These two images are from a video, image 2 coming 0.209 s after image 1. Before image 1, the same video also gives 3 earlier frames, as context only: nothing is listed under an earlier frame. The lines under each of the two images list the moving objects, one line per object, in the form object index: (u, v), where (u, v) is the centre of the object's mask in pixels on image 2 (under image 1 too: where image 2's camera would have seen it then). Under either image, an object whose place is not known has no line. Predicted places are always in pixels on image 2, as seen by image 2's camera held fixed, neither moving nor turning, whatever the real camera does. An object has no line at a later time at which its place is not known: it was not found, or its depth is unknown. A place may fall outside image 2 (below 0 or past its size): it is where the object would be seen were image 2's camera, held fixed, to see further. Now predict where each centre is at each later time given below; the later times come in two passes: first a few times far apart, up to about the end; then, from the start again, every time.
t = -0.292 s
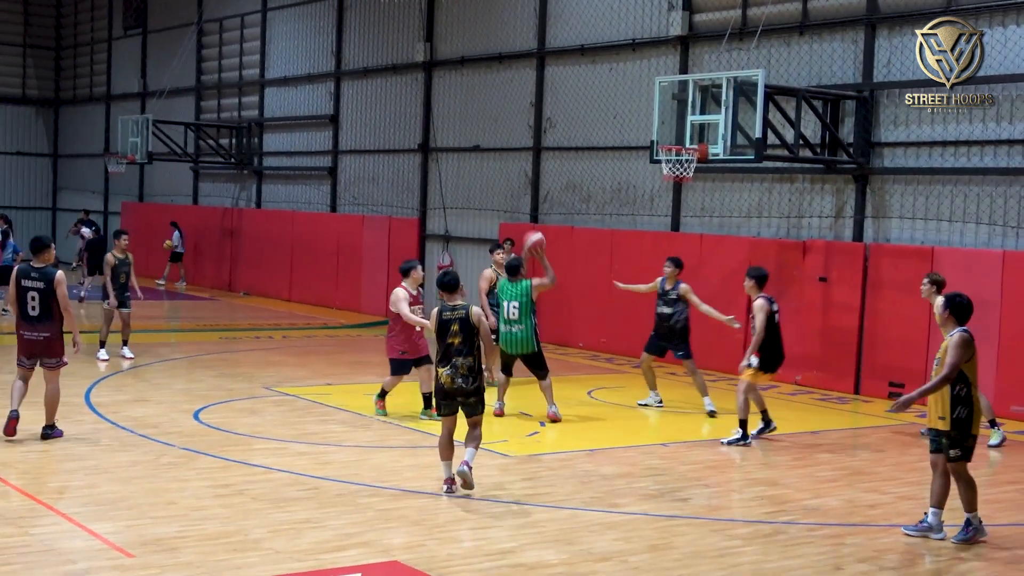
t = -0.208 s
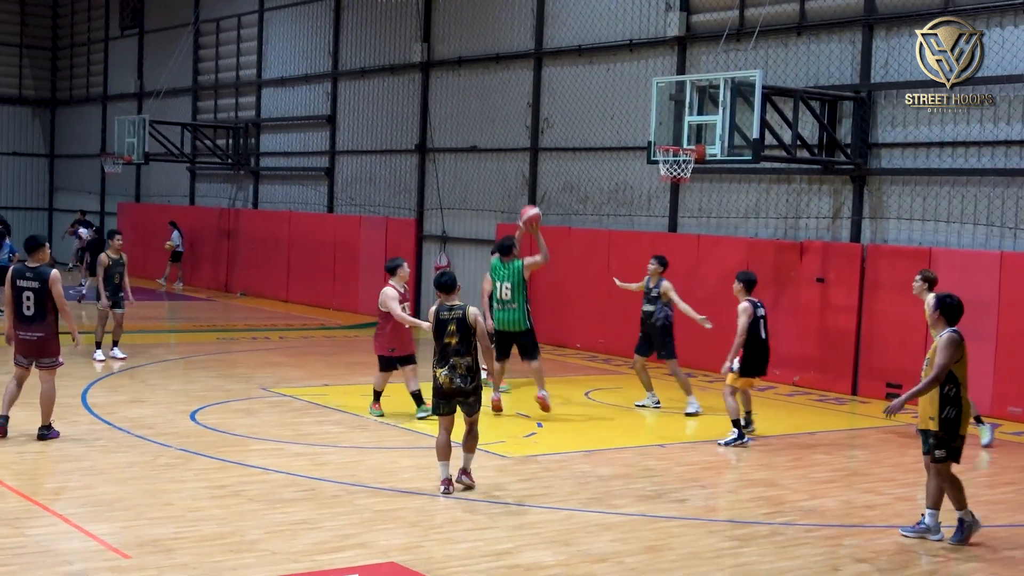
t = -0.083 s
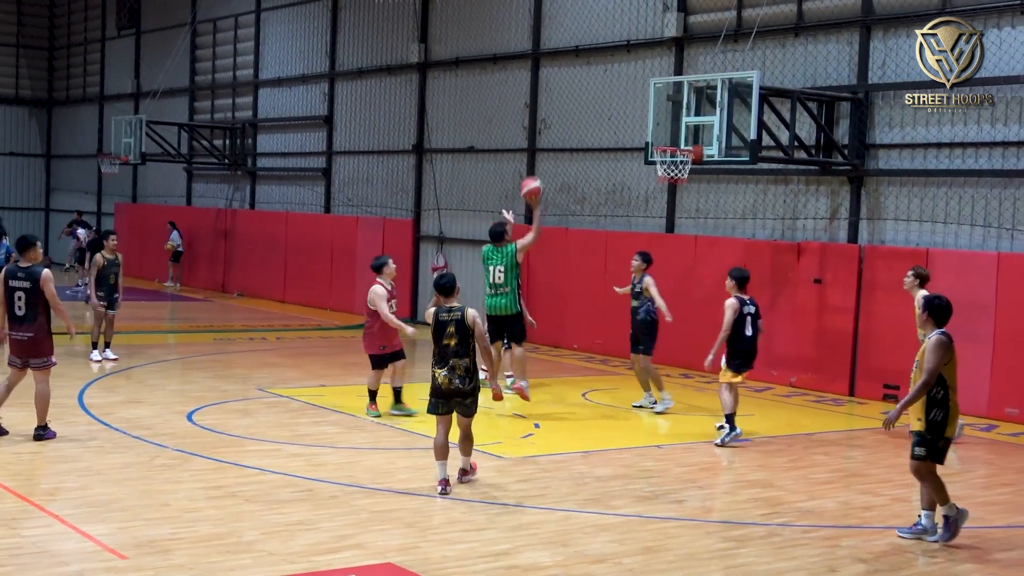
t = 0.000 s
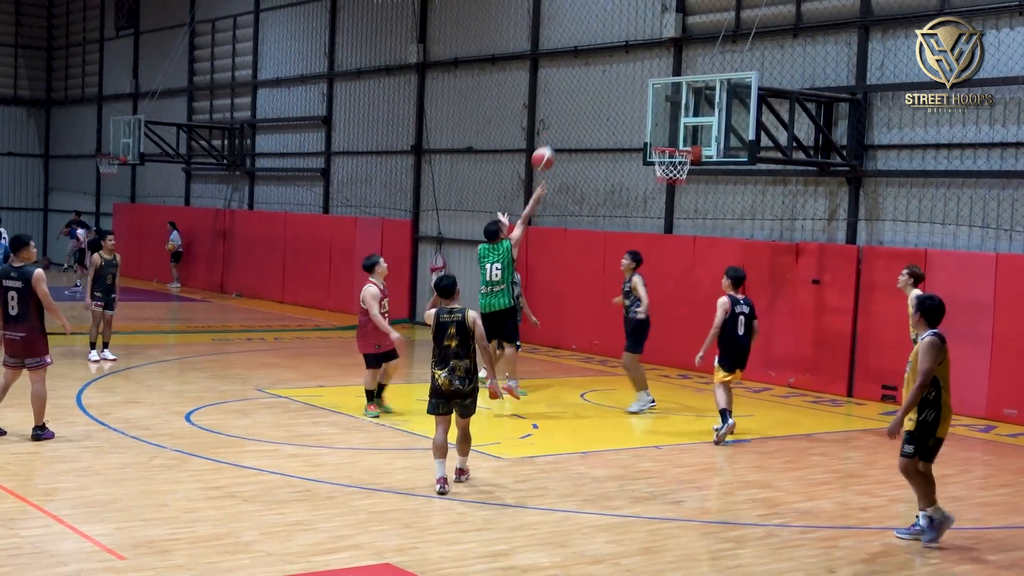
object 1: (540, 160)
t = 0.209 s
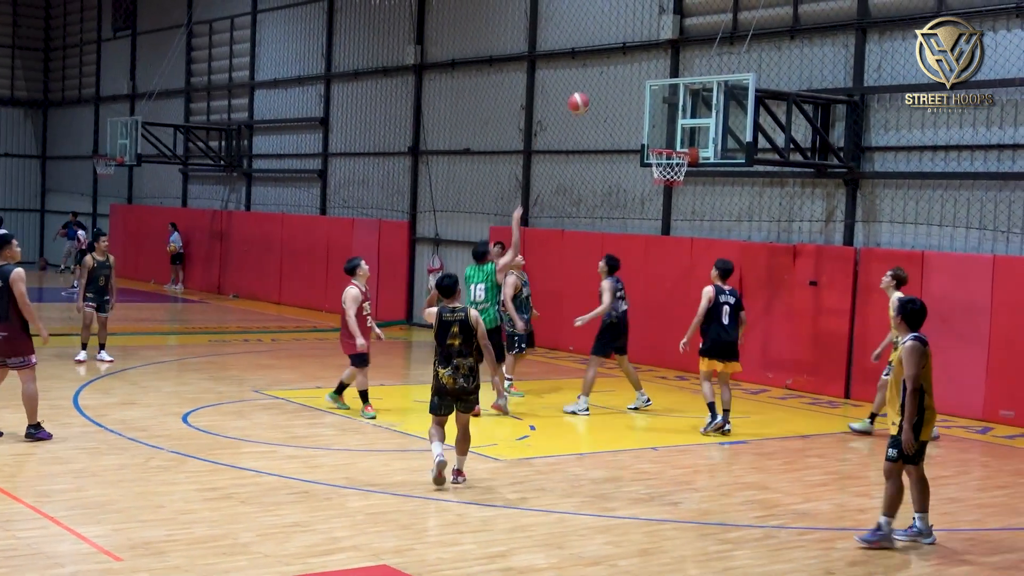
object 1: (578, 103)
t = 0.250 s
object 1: (589, 94)
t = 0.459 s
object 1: (623, 85)
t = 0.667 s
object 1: (653, 108)
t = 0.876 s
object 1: (682, 170)
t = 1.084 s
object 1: (693, 232)
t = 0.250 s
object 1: (589, 94)
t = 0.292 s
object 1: (596, 90)
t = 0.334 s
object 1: (603, 86)
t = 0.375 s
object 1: (610, 84)
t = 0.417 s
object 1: (616, 83)
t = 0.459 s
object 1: (623, 85)
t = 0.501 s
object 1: (630, 87)
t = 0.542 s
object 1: (636, 90)
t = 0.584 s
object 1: (642, 95)
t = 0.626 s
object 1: (648, 100)
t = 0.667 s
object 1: (653, 108)
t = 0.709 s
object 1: (660, 117)
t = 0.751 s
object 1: (667, 132)
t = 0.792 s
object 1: (673, 142)
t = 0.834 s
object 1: (677, 156)
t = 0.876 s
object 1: (682, 170)
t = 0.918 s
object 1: (685, 179)
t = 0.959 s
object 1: (688, 191)
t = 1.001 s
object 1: (689, 204)
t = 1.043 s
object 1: (691, 218)
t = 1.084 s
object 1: (693, 232)
